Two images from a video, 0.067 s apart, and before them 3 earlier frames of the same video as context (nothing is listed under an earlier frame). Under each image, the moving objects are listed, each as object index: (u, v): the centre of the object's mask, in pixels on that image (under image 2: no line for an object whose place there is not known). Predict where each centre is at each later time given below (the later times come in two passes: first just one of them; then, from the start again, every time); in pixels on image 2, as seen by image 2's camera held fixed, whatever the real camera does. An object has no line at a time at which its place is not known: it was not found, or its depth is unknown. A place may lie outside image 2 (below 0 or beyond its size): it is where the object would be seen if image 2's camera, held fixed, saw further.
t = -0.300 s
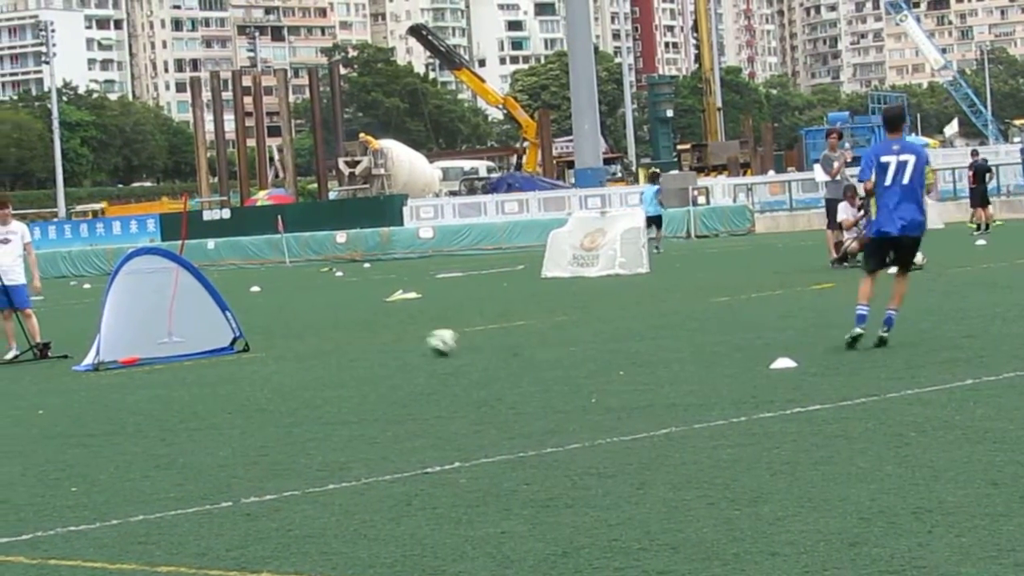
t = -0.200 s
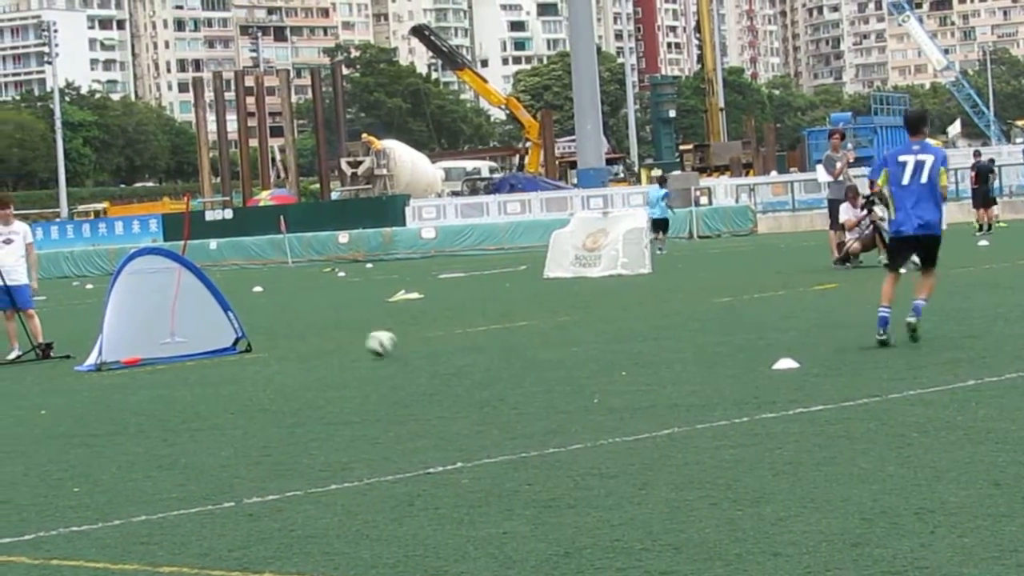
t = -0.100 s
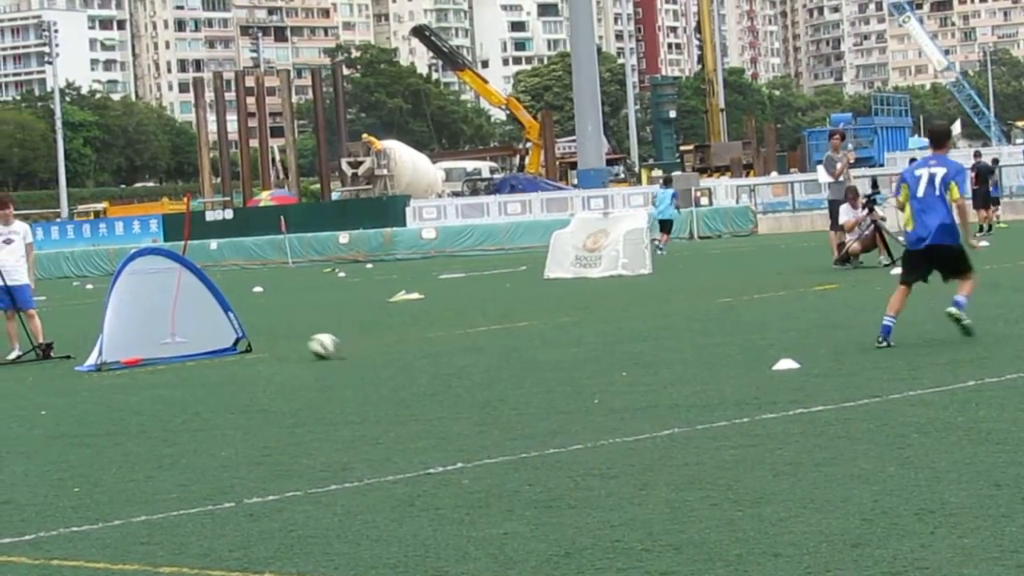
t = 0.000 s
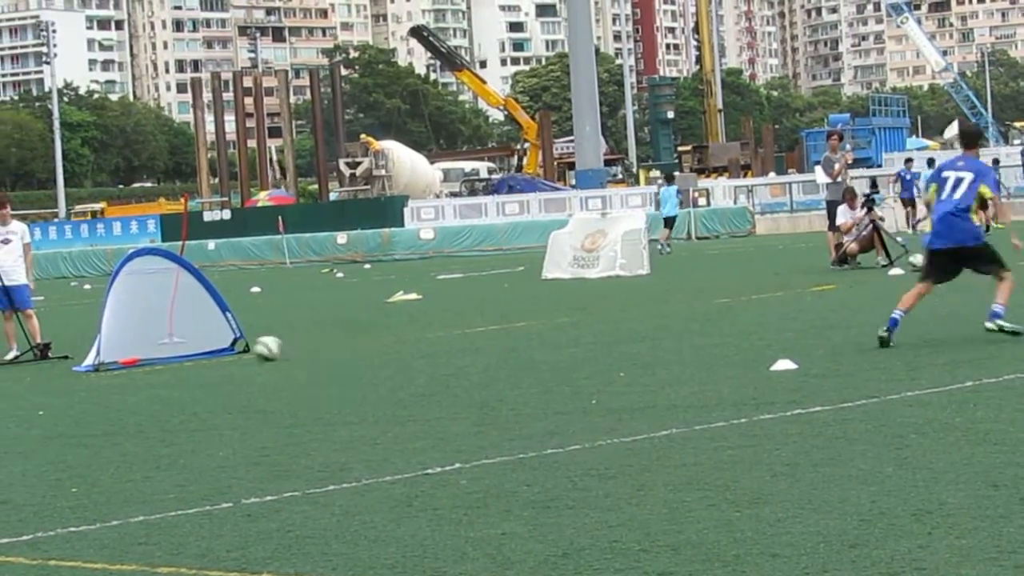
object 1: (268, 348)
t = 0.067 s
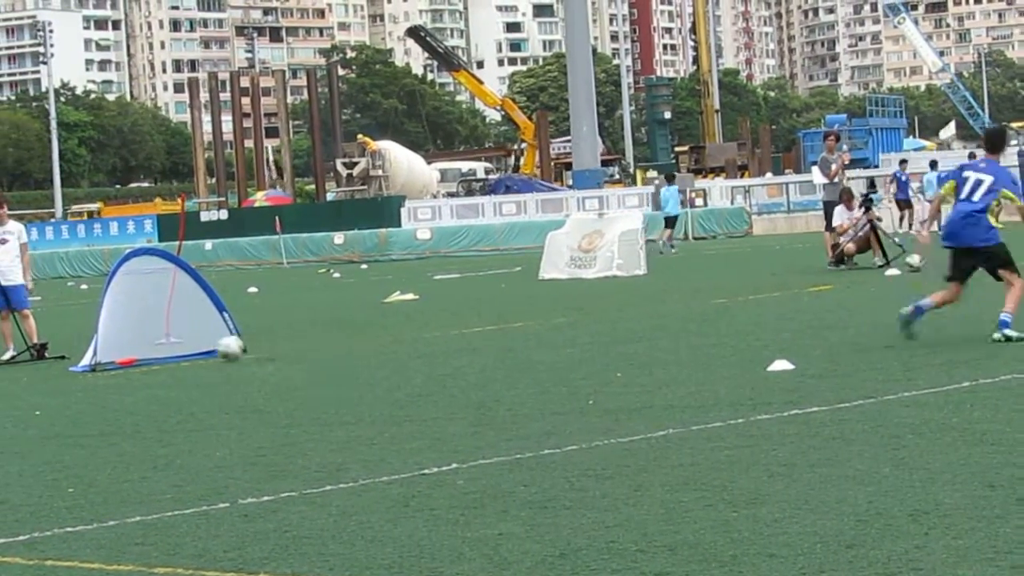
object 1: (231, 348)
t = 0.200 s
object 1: (166, 348)
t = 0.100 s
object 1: (213, 349)
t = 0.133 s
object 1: (198, 349)
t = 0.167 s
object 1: (181, 349)
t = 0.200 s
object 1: (166, 348)
